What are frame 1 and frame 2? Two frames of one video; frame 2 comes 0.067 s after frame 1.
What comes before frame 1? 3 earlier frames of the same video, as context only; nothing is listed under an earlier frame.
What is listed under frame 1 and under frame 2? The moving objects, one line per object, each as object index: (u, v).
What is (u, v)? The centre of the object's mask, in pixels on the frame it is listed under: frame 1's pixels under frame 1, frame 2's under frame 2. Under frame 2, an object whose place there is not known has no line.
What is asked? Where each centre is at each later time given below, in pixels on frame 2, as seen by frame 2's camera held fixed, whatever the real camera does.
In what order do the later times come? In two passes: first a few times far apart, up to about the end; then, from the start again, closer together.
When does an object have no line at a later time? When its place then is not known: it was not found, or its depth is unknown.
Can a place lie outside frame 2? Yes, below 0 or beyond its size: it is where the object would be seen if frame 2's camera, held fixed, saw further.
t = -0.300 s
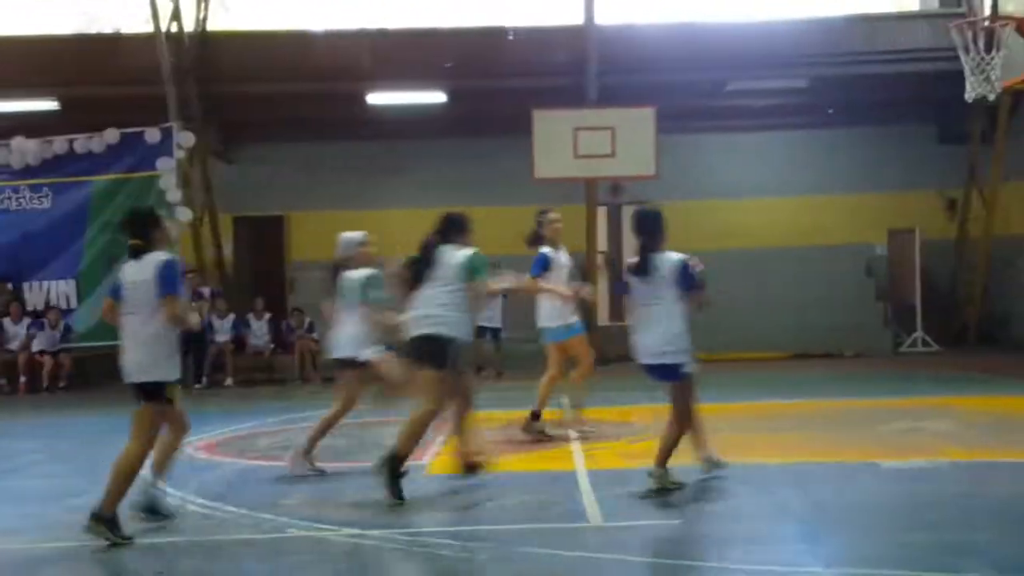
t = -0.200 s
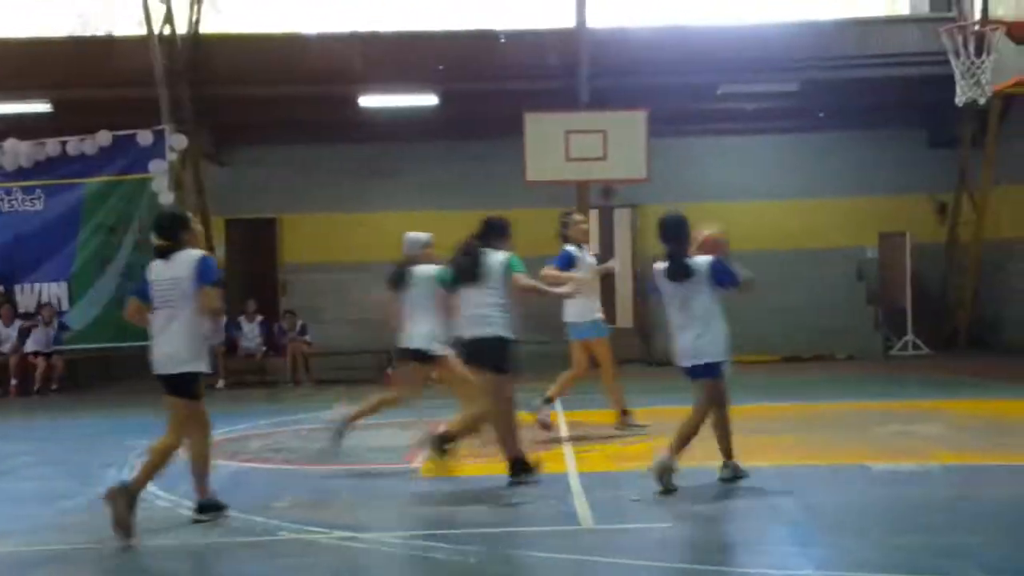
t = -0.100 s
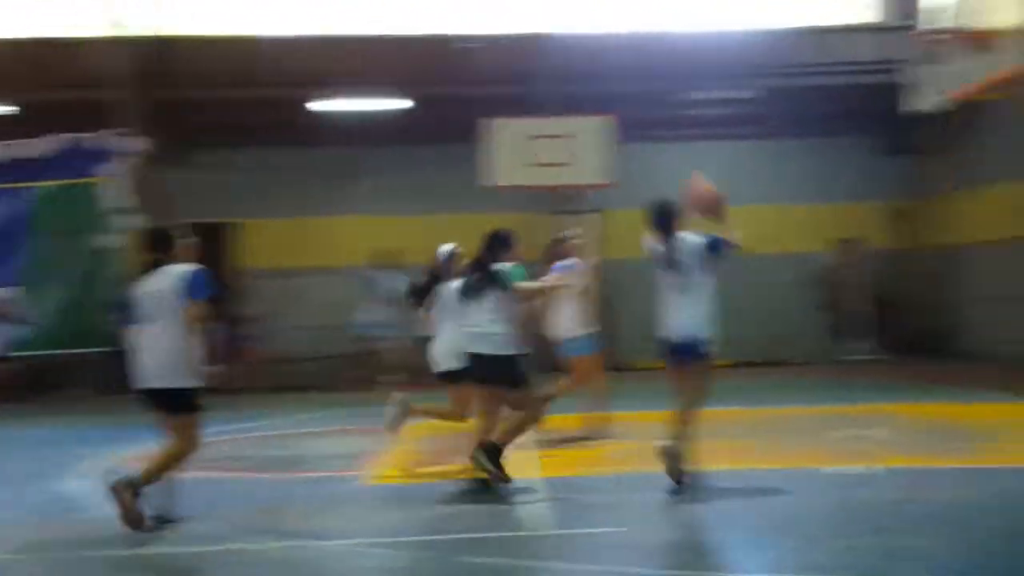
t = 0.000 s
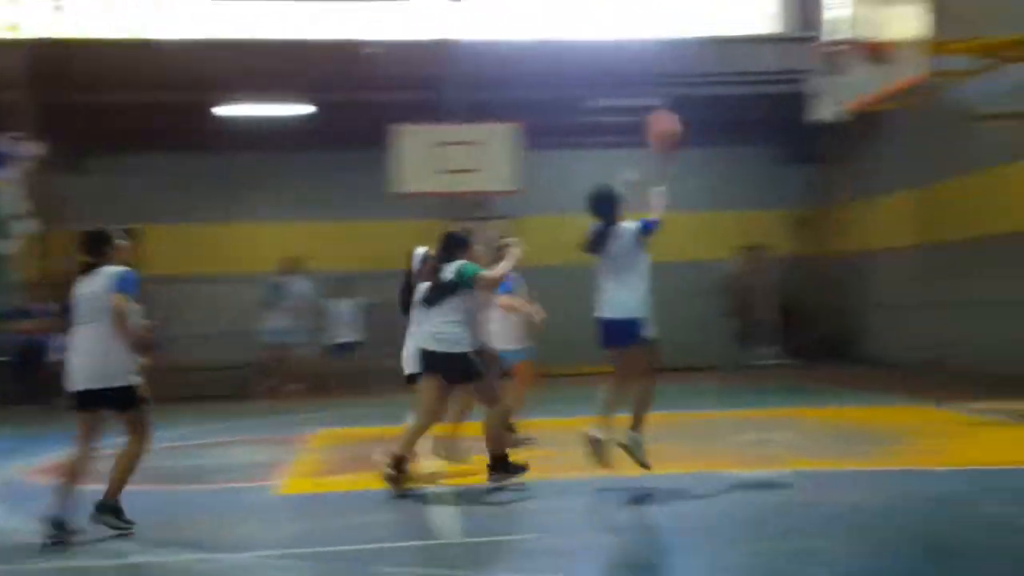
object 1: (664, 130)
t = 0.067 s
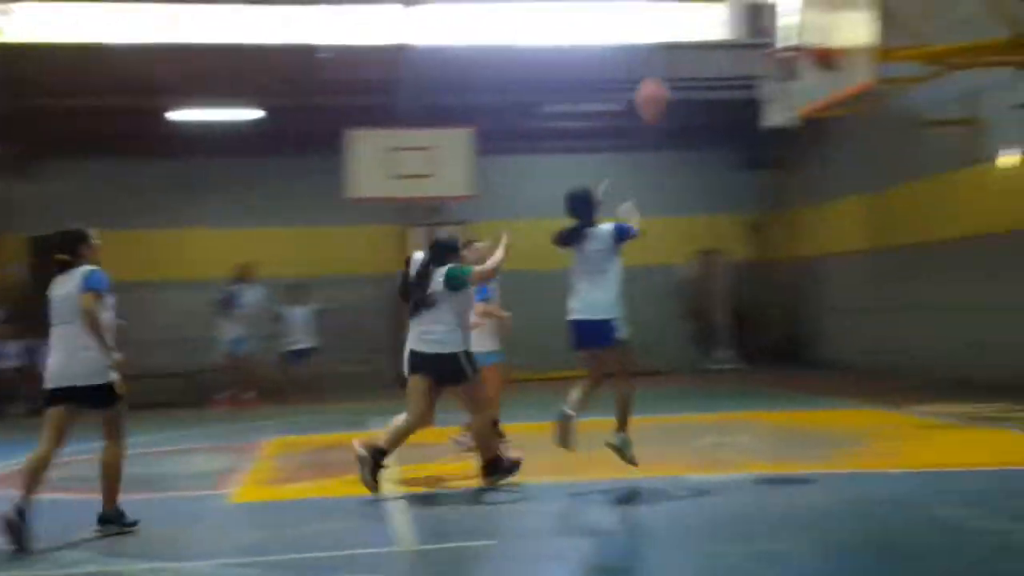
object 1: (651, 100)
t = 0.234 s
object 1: (731, 44)
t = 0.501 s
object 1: (834, 37)
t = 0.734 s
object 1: (717, 92)
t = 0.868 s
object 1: (655, 147)
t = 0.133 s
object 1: (685, 72)
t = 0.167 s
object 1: (702, 60)
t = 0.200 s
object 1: (716, 52)
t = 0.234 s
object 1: (731, 44)
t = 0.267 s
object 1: (746, 37)
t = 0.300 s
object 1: (760, 31)
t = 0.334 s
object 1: (771, 28)
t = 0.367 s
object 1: (786, 31)
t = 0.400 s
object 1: (800, 31)
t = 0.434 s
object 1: (814, 31)
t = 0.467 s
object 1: (828, 31)
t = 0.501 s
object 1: (834, 37)
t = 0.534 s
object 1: (821, 52)
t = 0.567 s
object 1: (800, 48)
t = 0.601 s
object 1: (782, 55)
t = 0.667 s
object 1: (749, 67)
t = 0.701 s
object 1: (734, 78)
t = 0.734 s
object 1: (717, 92)
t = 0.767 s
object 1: (701, 106)
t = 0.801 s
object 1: (686, 120)
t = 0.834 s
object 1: (671, 134)
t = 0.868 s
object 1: (655, 147)
